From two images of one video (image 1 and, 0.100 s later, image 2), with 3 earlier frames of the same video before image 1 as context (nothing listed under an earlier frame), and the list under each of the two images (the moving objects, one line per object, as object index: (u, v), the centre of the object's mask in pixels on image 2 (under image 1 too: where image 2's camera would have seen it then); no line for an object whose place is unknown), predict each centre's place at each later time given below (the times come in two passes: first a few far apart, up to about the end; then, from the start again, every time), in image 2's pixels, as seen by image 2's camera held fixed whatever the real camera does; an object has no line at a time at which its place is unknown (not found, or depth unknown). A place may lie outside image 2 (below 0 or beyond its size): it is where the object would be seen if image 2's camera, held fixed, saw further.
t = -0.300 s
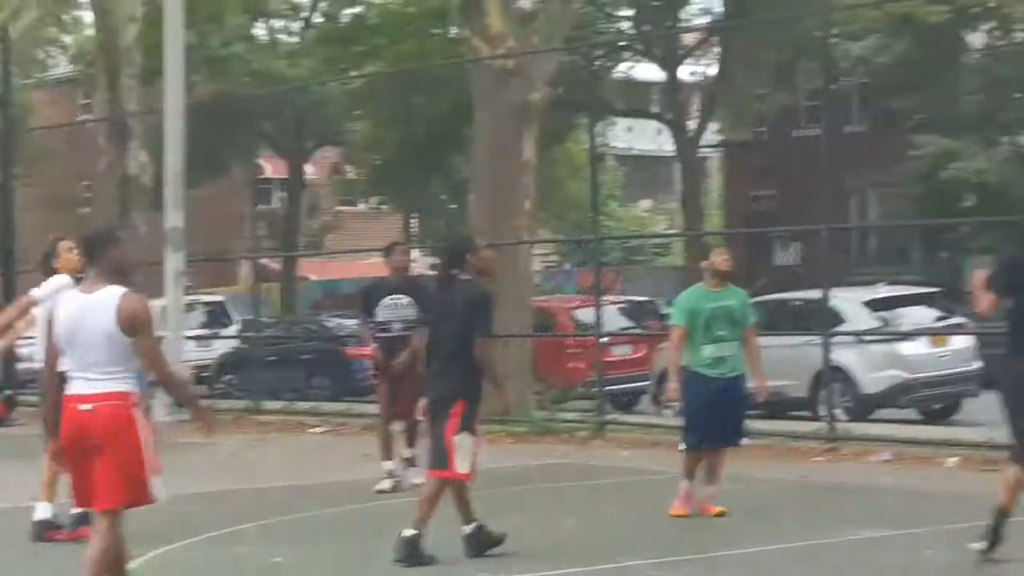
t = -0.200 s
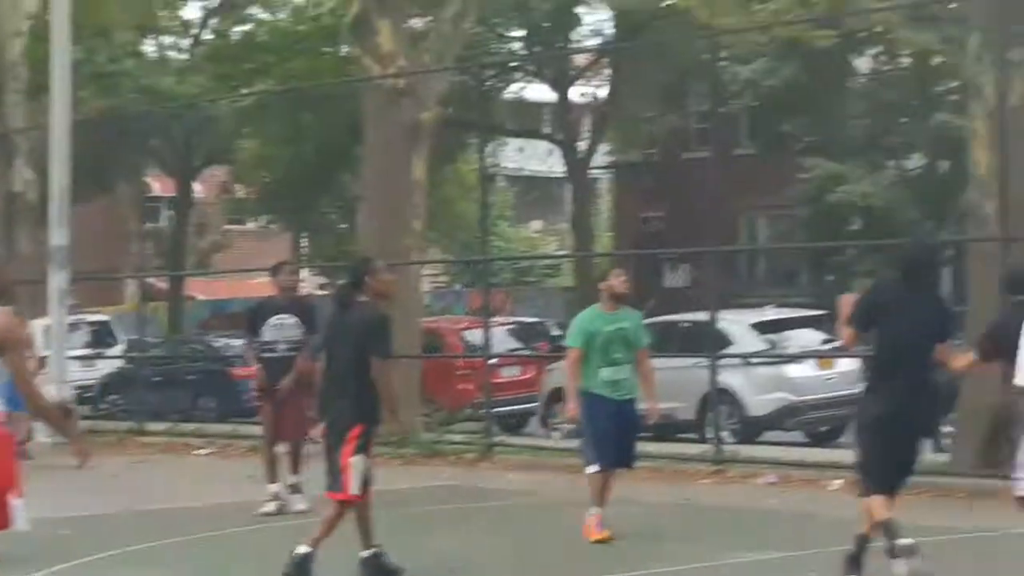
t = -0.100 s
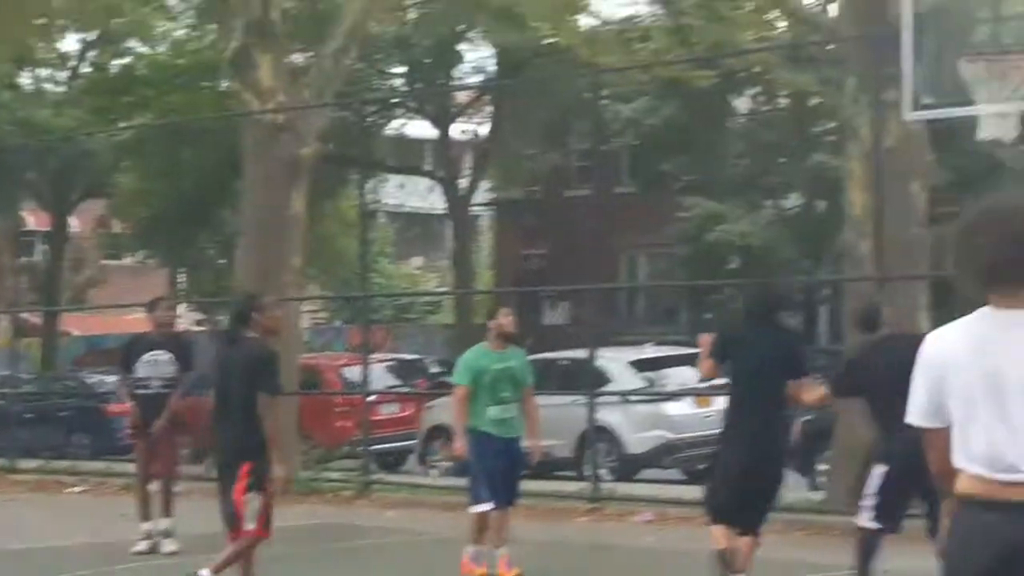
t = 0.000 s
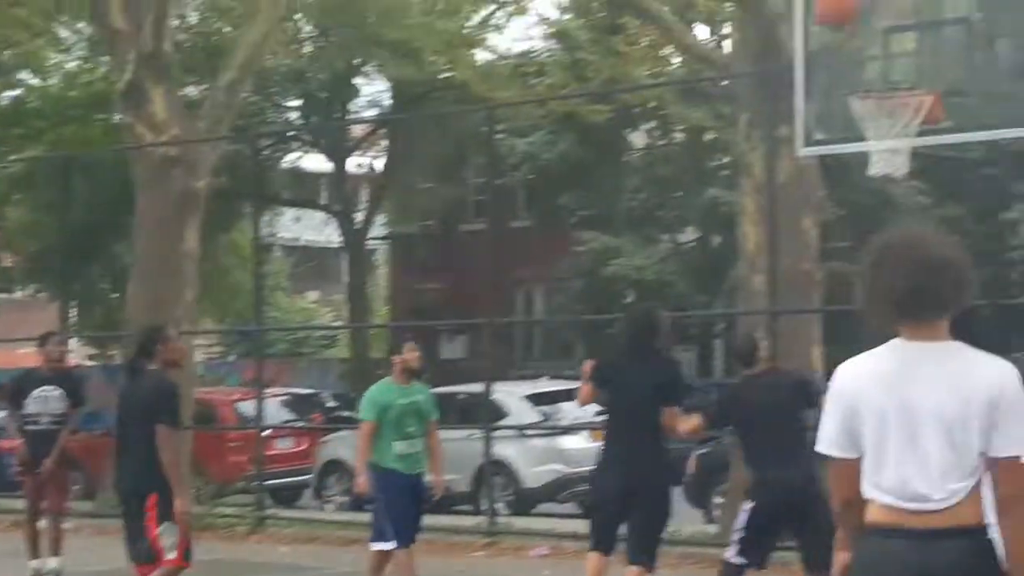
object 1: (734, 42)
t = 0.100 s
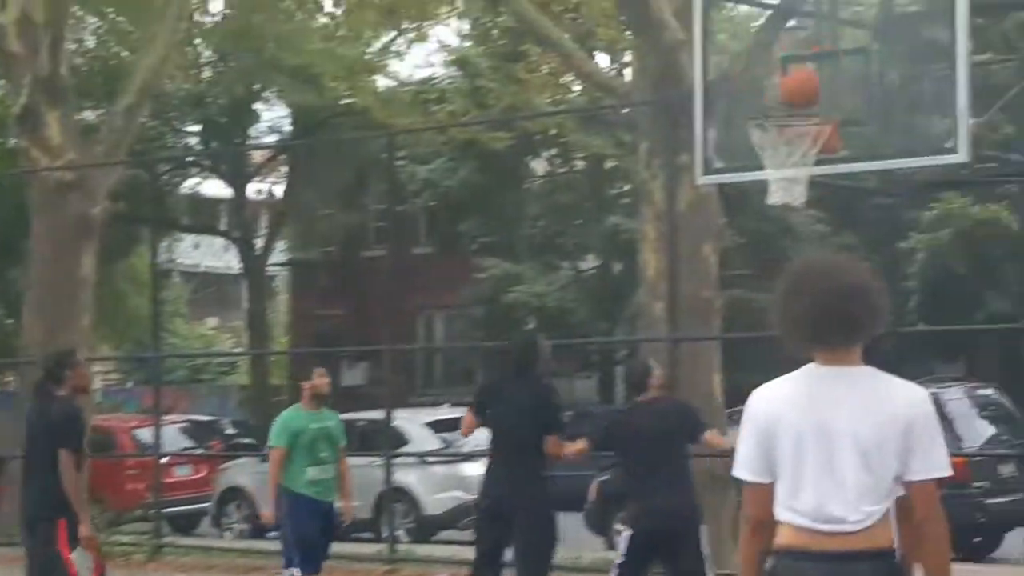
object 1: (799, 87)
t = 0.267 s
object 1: (861, 46)
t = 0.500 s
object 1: (929, 51)
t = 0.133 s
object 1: (812, 75)
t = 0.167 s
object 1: (825, 65)
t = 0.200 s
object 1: (838, 57)
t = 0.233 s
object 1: (850, 50)
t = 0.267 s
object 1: (861, 46)
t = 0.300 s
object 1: (872, 42)
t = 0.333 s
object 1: (885, 42)
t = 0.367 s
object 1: (897, 43)
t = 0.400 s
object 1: (912, 46)
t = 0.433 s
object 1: (926, 51)
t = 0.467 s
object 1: (927, 51)
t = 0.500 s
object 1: (929, 51)
